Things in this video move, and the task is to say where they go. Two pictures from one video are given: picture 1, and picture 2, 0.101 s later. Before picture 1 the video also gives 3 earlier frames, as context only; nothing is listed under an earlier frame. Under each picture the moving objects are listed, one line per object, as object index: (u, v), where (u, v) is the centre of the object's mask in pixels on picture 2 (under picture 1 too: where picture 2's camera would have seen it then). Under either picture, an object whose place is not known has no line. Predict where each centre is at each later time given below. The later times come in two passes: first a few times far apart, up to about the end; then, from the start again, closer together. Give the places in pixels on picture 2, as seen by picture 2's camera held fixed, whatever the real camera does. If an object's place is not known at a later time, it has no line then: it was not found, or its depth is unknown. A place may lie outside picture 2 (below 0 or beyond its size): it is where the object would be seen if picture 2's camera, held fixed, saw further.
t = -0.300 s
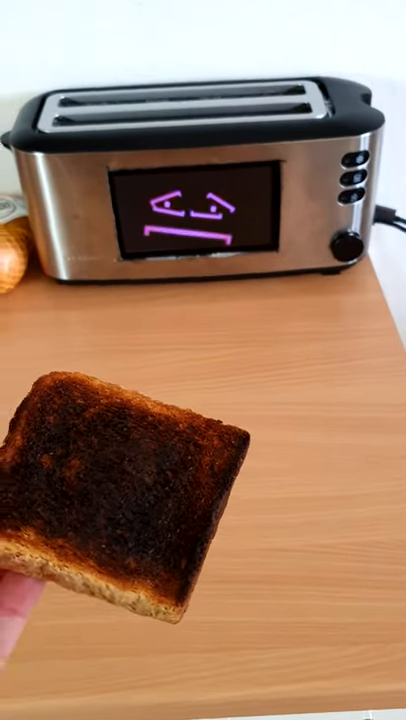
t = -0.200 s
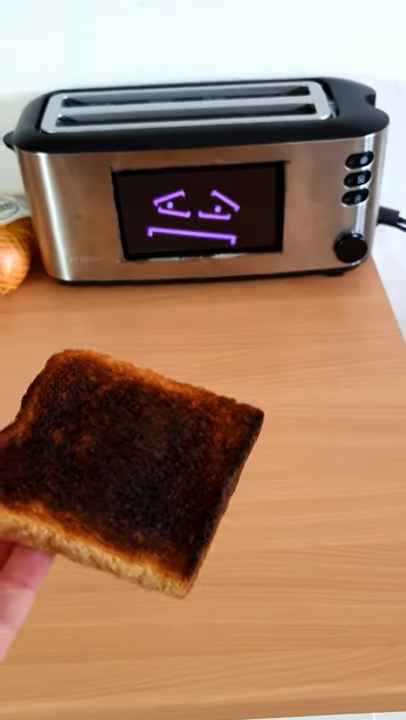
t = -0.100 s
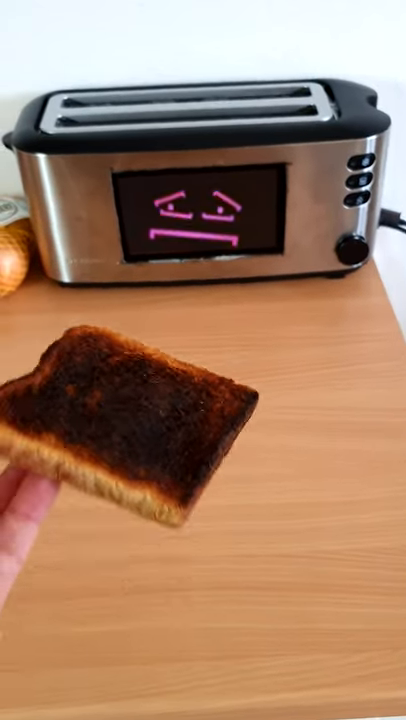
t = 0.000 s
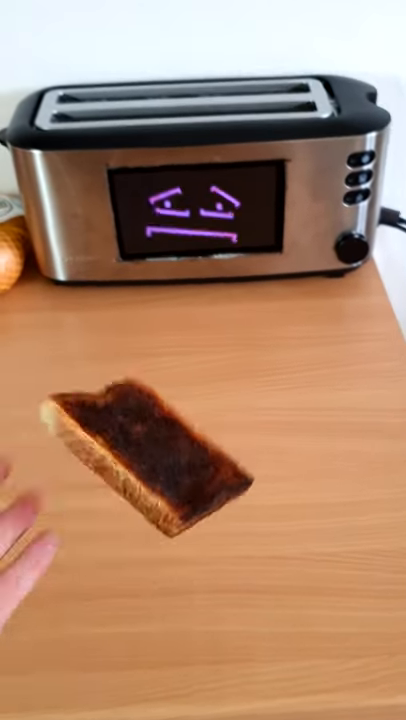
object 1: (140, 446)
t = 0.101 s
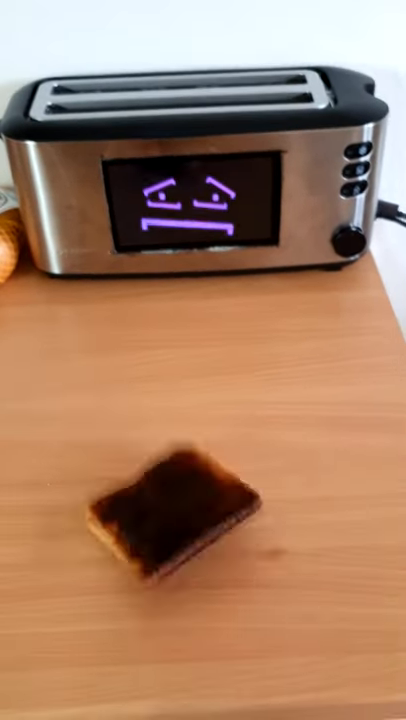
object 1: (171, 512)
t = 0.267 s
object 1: (158, 468)
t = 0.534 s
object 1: (157, 467)
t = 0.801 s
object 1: (158, 467)
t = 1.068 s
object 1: (157, 467)
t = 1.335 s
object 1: (157, 467)
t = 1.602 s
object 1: (157, 467)
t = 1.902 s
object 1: (157, 467)
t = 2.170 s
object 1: (157, 467)
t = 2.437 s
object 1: (157, 467)
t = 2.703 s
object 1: (157, 467)
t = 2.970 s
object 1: (157, 467)
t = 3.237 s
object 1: (157, 467)
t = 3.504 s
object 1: (157, 467)
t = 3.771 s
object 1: (157, 467)
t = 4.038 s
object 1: (157, 467)
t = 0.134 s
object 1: (164, 493)
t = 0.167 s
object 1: (160, 477)
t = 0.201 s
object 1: (158, 466)
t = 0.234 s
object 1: (157, 464)
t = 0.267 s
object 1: (158, 468)
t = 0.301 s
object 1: (158, 471)
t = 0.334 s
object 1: (156, 466)
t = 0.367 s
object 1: (156, 465)
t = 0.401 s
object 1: (156, 466)
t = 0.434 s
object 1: (157, 467)
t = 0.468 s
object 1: (157, 467)
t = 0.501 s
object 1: (157, 467)
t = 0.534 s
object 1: (157, 467)
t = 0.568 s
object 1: (157, 467)
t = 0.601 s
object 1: (157, 467)
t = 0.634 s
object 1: (157, 467)
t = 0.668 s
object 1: (157, 467)
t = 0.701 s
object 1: (157, 467)
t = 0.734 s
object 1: (157, 467)
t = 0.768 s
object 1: (158, 467)
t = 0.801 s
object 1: (158, 467)
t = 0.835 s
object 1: (157, 467)
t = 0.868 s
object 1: (158, 467)
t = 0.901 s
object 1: (158, 467)
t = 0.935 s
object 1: (157, 467)
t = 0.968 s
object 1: (157, 467)
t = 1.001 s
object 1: (157, 467)
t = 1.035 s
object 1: (157, 467)
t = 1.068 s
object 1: (157, 467)
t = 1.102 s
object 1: (157, 467)
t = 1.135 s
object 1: (157, 467)
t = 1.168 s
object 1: (157, 467)
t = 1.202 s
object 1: (157, 467)
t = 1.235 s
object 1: (157, 467)
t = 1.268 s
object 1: (157, 467)
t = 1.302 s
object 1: (157, 467)
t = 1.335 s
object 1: (157, 467)
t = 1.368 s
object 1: (157, 467)
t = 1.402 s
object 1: (157, 467)
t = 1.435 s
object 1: (157, 467)
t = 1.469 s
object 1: (157, 467)
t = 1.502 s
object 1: (157, 467)
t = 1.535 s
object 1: (157, 467)
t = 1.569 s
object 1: (157, 467)
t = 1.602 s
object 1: (157, 467)
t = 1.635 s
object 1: (157, 467)
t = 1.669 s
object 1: (157, 467)
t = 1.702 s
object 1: (157, 467)
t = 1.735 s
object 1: (157, 467)
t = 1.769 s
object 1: (157, 467)
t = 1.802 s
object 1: (157, 467)
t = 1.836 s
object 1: (157, 467)
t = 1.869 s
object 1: (157, 467)
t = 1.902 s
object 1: (157, 467)
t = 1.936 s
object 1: (157, 467)
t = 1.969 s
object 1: (157, 467)
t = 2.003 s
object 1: (157, 467)
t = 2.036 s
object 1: (157, 467)
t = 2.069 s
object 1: (157, 467)
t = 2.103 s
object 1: (157, 467)
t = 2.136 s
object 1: (157, 467)
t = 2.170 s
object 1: (157, 467)
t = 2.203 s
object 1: (157, 467)
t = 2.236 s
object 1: (157, 467)
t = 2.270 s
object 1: (157, 467)
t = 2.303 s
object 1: (157, 467)
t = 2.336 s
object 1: (157, 467)
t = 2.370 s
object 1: (157, 467)
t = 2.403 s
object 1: (157, 467)
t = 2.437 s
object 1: (157, 467)
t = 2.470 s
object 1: (157, 467)
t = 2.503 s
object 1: (157, 467)
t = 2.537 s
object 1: (157, 467)
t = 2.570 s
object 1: (157, 467)
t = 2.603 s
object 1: (157, 467)
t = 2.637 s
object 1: (157, 467)
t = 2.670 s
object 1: (157, 467)
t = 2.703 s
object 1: (157, 467)
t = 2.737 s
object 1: (157, 467)
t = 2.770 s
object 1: (157, 467)
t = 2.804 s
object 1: (157, 467)
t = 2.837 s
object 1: (157, 467)
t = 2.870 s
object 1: (157, 467)
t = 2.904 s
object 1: (157, 467)
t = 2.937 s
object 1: (157, 467)
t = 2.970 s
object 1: (157, 467)
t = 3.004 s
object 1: (157, 467)
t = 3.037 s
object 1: (157, 467)
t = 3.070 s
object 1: (157, 467)
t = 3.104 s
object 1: (157, 467)
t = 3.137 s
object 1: (157, 467)
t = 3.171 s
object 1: (157, 467)
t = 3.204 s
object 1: (157, 467)
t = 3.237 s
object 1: (157, 467)
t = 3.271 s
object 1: (157, 467)
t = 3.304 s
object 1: (157, 467)
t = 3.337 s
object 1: (157, 467)
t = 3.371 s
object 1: (157, 467)
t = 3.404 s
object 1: (157, 467)
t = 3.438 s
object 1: (157, 467)
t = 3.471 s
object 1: (157, 467)
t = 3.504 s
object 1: (157, 467)
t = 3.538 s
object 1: (157, 467)
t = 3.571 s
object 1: (157, 467)
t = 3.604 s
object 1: (157, 467)
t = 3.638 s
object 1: (157, 467)
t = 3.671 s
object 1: (157, 467)
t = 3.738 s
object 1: (157, 467)
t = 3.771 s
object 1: (157, 467)
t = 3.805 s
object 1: (157, 467)
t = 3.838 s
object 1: (157, 467)
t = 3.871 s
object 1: (157, 467)
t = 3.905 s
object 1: (157, 467)
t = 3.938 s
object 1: (157, 467)
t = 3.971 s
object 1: (157, 467)
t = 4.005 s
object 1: (157, 467)
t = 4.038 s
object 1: (157, 467)
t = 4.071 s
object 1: (157, 467)
